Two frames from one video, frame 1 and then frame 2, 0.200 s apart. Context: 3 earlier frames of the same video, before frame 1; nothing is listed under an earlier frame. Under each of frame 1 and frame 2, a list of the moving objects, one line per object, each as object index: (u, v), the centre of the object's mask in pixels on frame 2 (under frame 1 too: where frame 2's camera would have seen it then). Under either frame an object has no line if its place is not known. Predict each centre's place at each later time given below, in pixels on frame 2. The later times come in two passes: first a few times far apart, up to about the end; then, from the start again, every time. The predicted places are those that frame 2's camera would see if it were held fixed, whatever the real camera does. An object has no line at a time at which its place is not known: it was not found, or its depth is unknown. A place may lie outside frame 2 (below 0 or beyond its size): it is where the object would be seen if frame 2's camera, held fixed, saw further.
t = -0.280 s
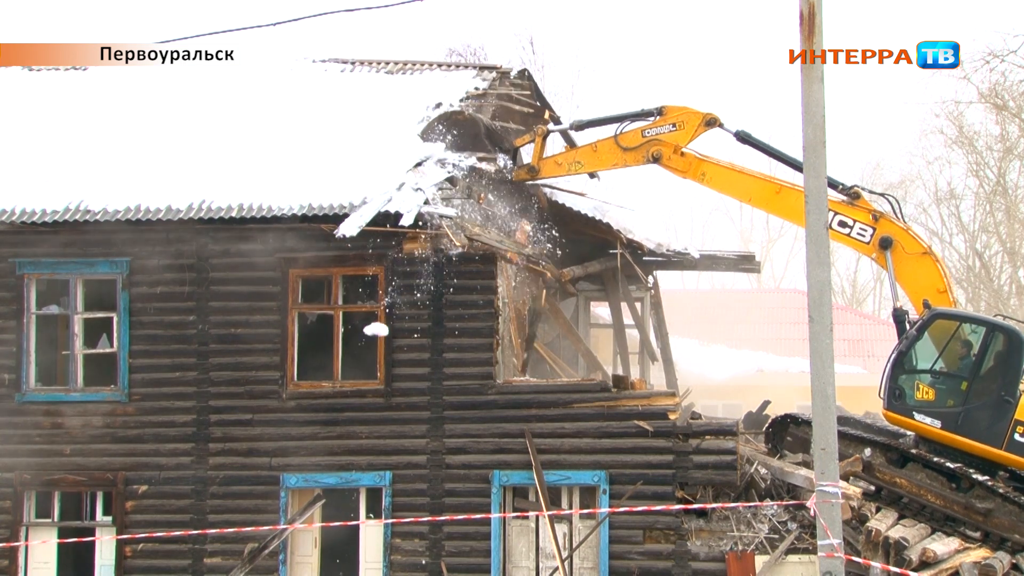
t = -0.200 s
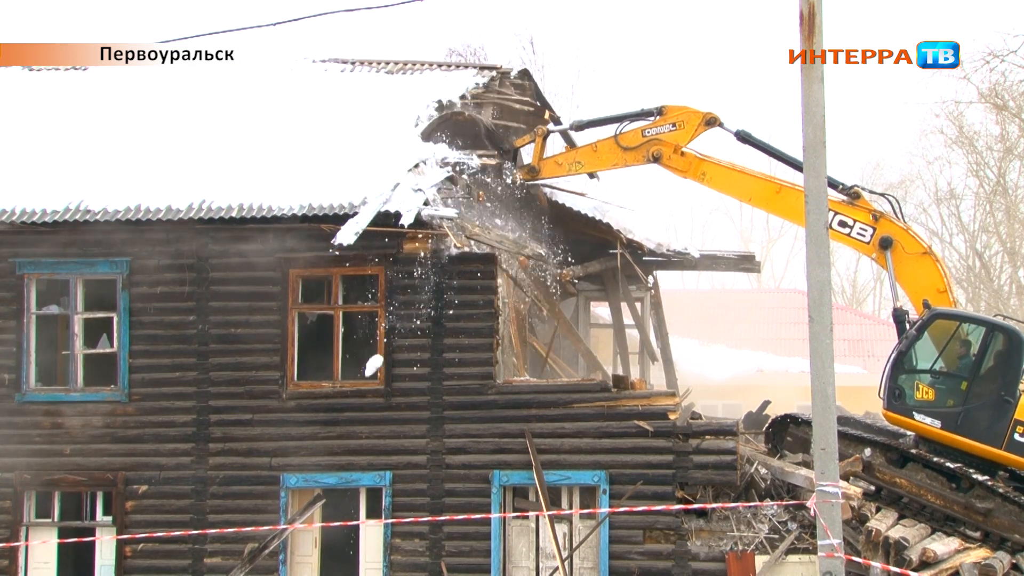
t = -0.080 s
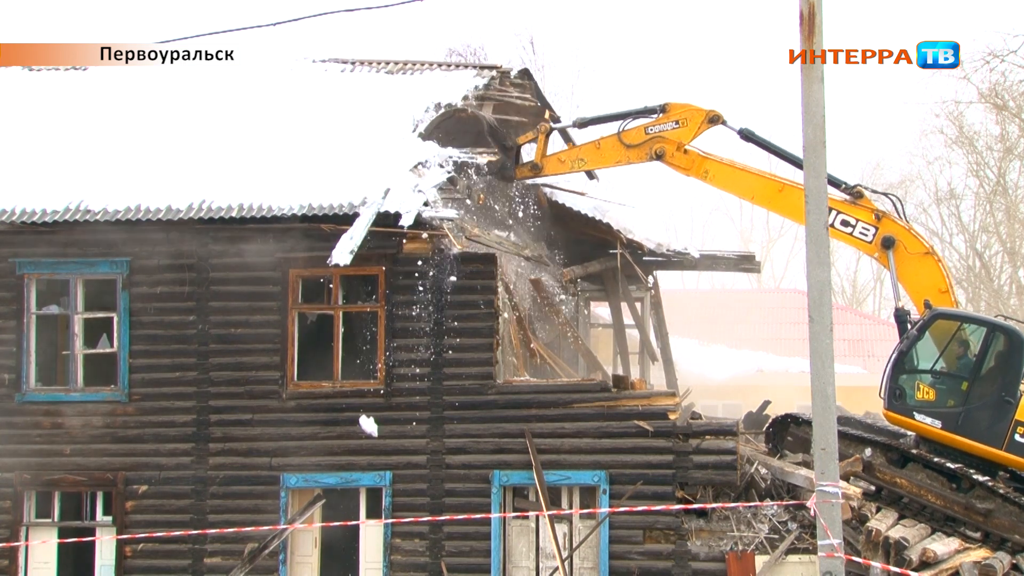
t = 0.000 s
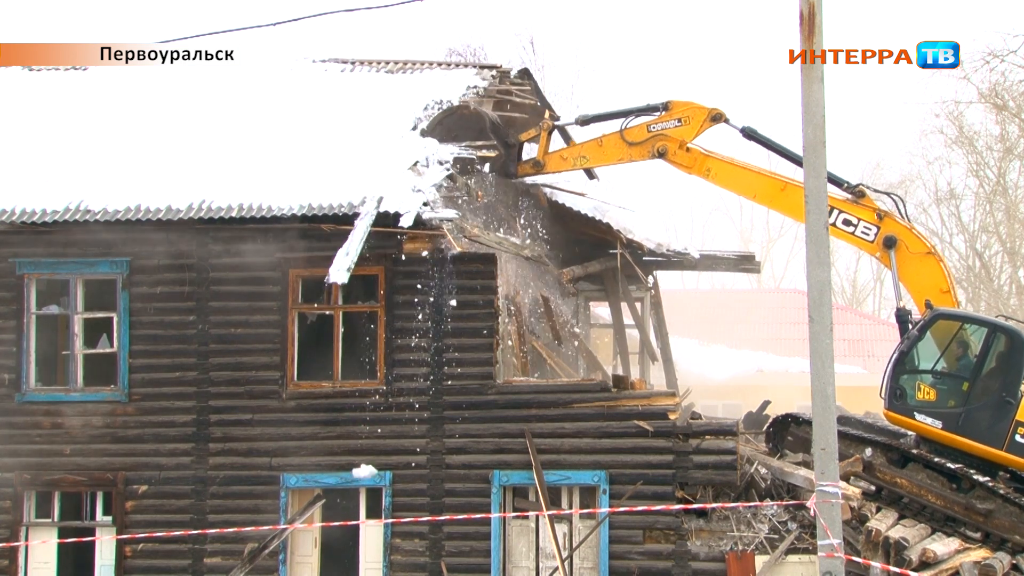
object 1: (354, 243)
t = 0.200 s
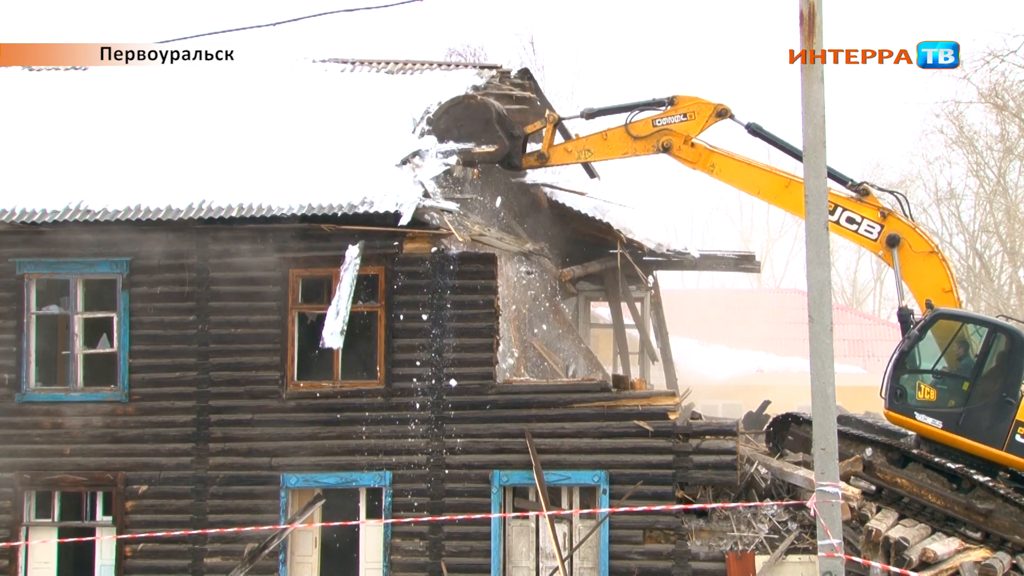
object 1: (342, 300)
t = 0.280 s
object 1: (337, 331)
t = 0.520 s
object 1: (322, 451)
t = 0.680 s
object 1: (308, 537)
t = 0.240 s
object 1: (340, 314)
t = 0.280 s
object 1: (337, 331)
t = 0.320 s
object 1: (335, 348)
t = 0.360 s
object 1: (333, 366)
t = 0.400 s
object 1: (330, 385)
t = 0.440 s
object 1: (327, 406)
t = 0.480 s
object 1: (325, 429)
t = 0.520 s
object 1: (322, 451)
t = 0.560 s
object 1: (319, 476)
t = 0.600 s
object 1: (317, 503)
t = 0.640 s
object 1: (313, 526)
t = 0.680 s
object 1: (308, 537)
